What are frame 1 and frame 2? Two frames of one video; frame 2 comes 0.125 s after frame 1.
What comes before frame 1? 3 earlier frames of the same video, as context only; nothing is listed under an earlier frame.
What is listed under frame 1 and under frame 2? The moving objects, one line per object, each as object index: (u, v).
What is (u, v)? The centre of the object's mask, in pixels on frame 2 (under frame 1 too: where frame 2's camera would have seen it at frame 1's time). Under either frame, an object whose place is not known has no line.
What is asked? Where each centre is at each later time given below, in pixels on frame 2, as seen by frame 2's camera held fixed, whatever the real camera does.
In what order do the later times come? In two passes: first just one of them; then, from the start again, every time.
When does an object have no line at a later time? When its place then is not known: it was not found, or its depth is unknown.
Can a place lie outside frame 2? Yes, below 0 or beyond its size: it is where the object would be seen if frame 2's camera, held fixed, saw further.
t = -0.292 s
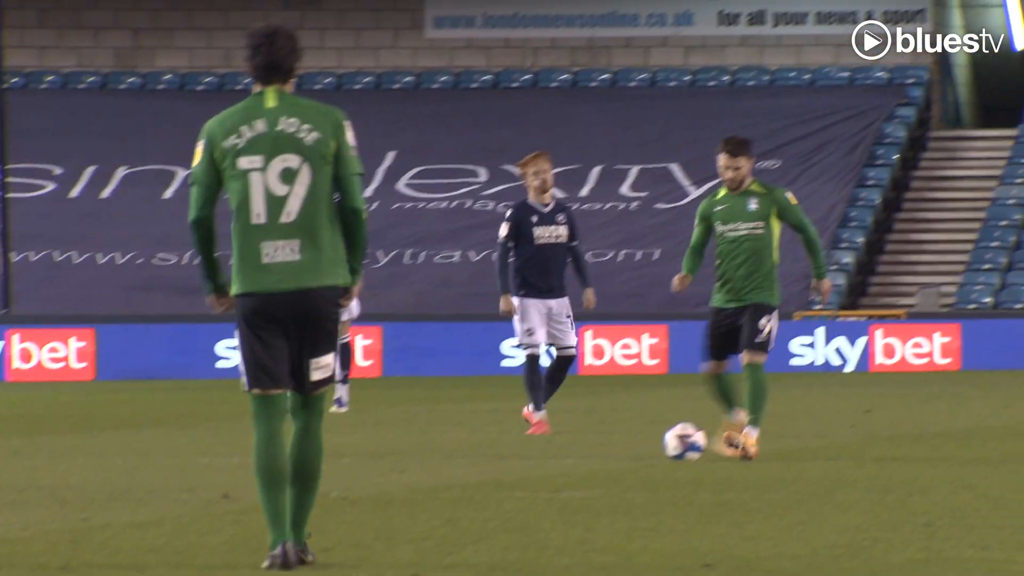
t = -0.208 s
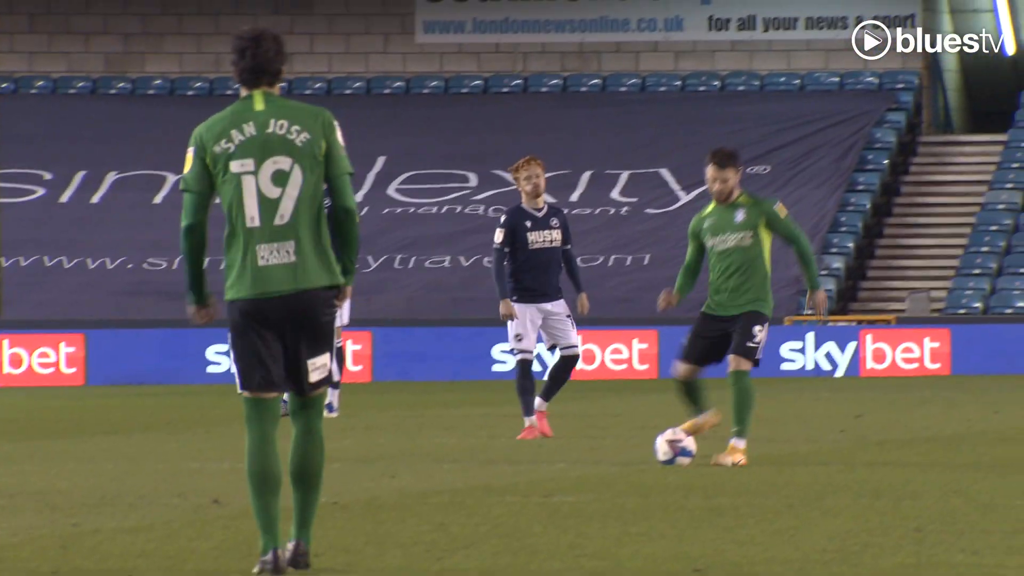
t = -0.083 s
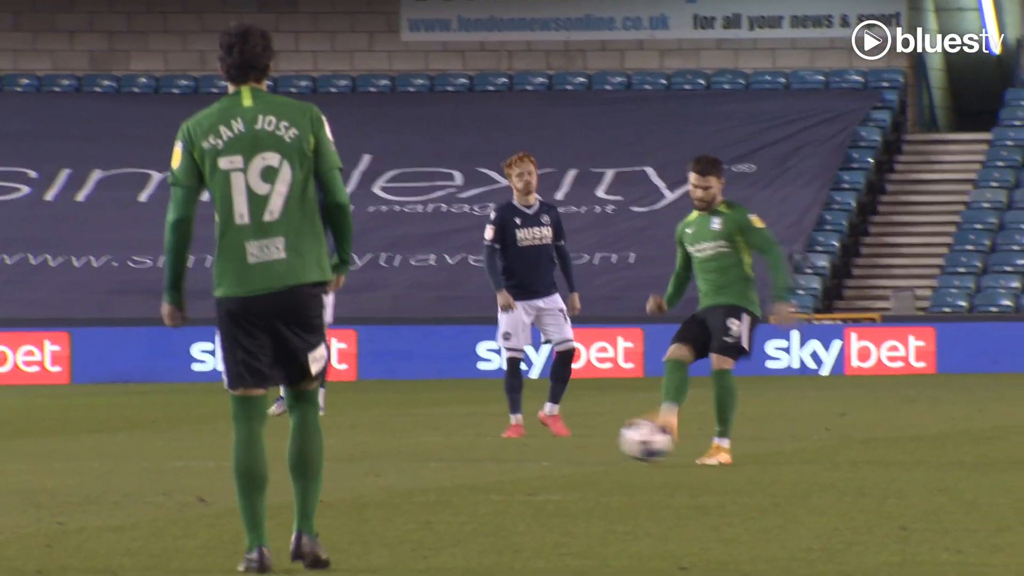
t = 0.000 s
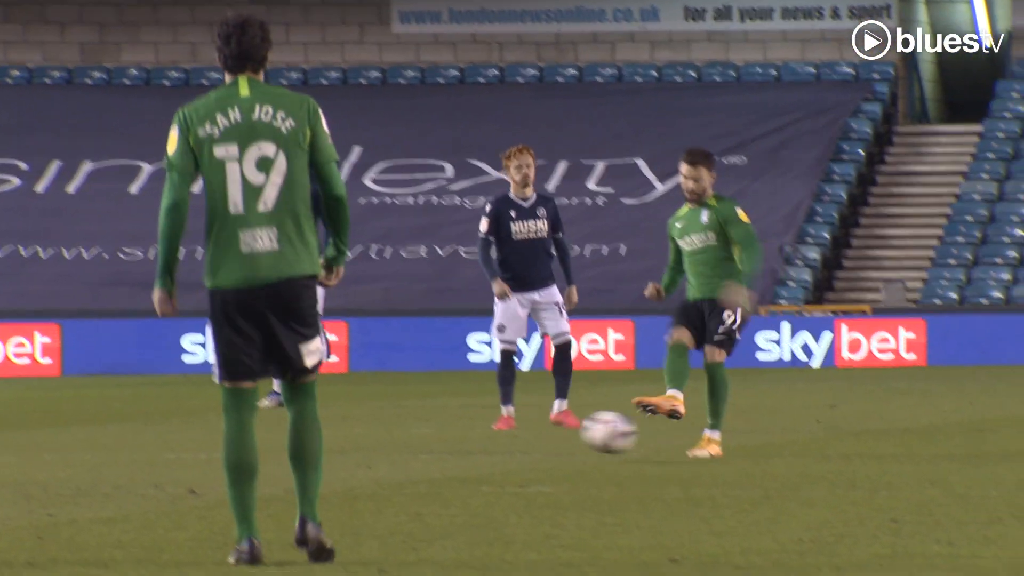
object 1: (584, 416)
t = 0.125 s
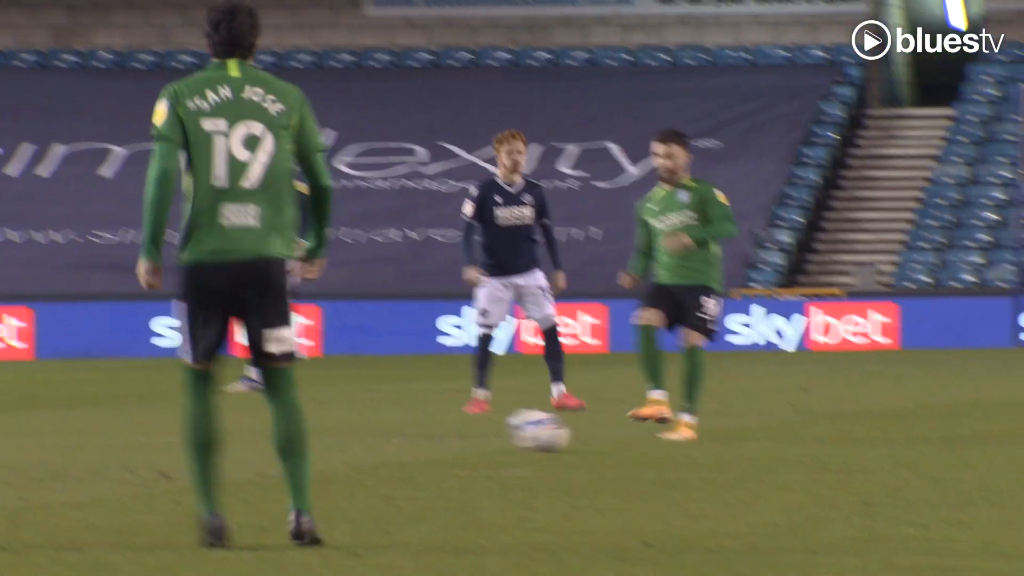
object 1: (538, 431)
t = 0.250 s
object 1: (493, 433)
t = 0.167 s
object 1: (524, 429)
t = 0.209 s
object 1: (508, 429)
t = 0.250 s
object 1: (493, 433)
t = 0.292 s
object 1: (479, 440)
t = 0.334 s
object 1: (465, 441)
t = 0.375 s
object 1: (452, 440)
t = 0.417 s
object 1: (438, 442)
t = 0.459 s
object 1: (424, 448)
